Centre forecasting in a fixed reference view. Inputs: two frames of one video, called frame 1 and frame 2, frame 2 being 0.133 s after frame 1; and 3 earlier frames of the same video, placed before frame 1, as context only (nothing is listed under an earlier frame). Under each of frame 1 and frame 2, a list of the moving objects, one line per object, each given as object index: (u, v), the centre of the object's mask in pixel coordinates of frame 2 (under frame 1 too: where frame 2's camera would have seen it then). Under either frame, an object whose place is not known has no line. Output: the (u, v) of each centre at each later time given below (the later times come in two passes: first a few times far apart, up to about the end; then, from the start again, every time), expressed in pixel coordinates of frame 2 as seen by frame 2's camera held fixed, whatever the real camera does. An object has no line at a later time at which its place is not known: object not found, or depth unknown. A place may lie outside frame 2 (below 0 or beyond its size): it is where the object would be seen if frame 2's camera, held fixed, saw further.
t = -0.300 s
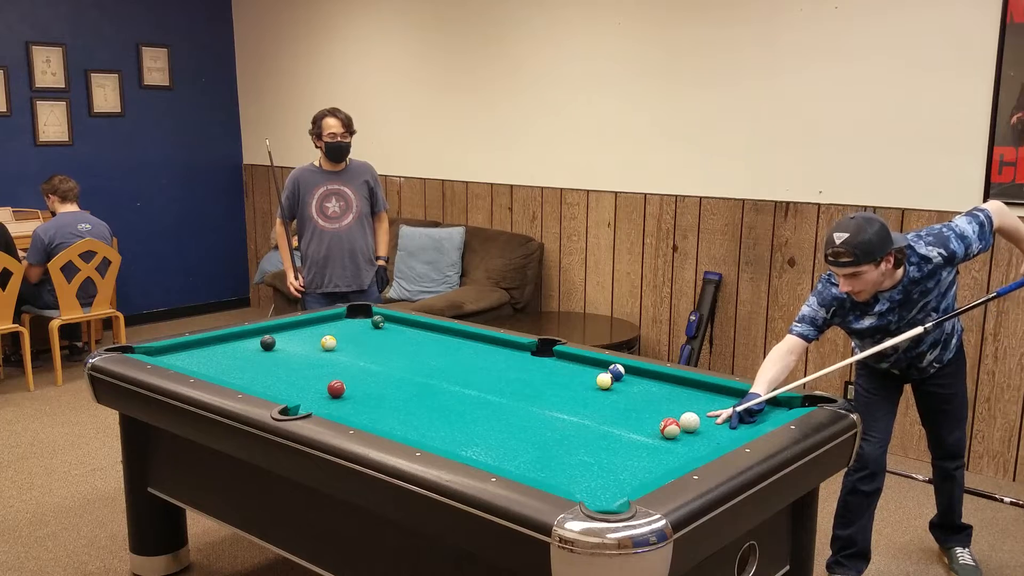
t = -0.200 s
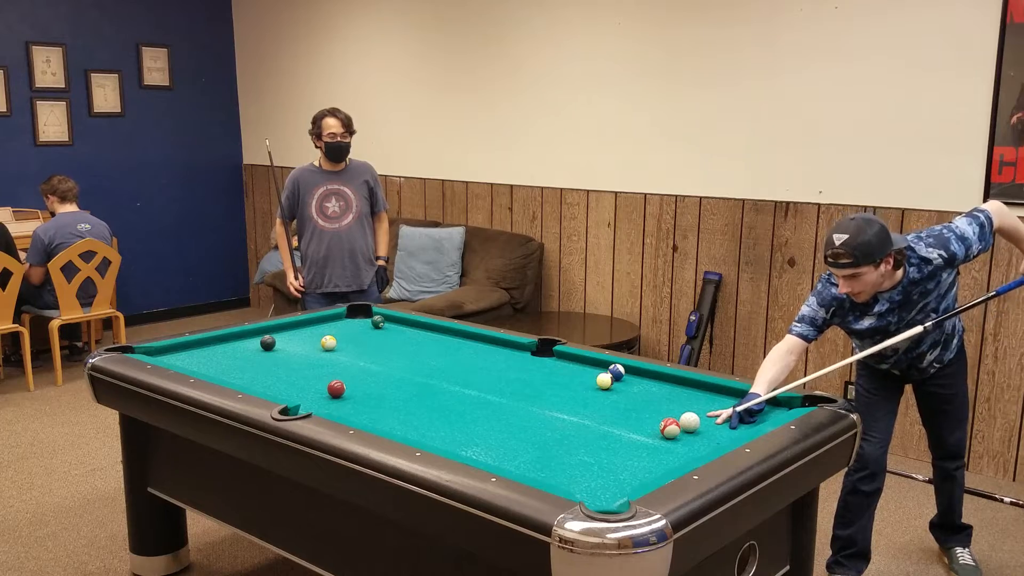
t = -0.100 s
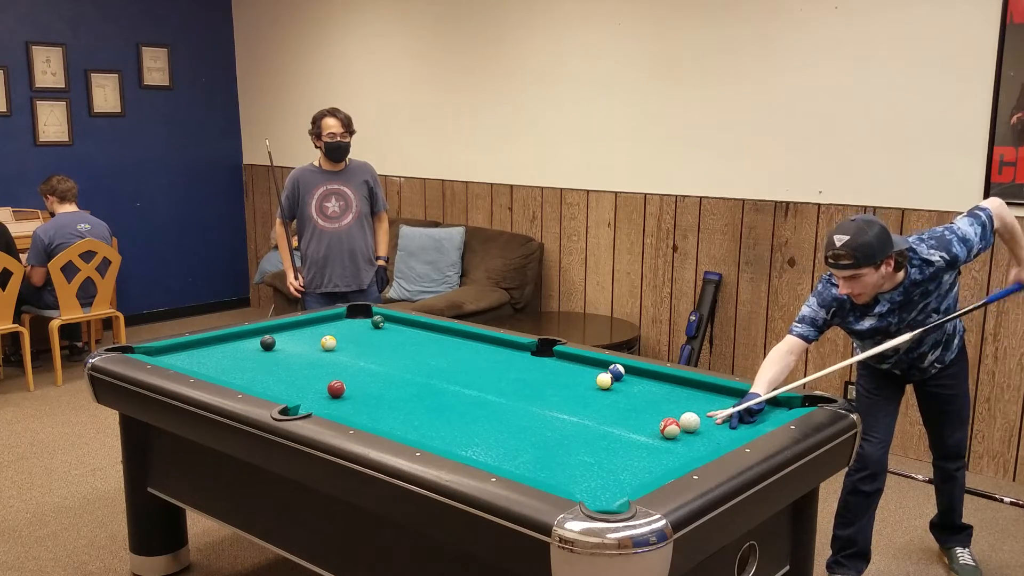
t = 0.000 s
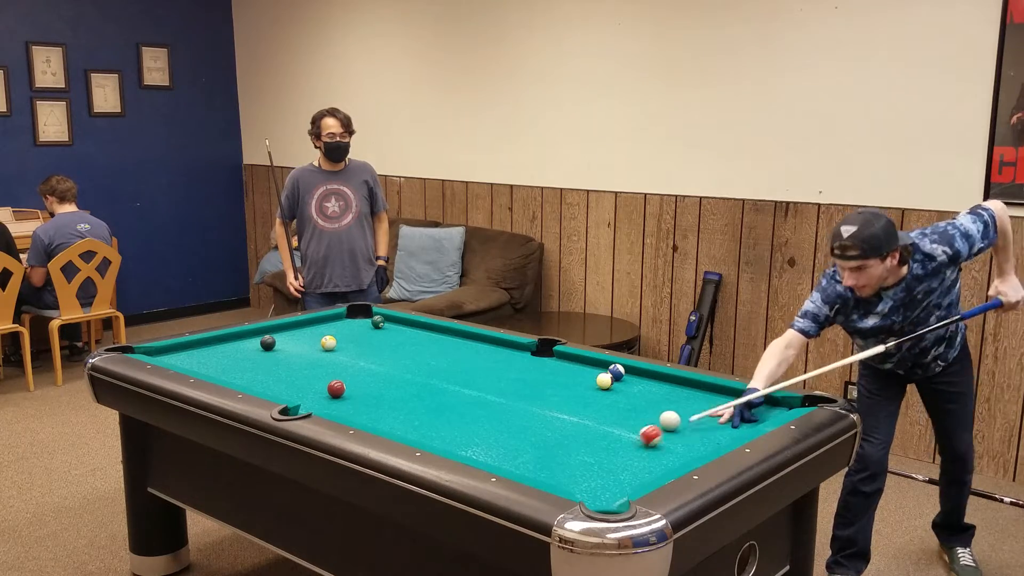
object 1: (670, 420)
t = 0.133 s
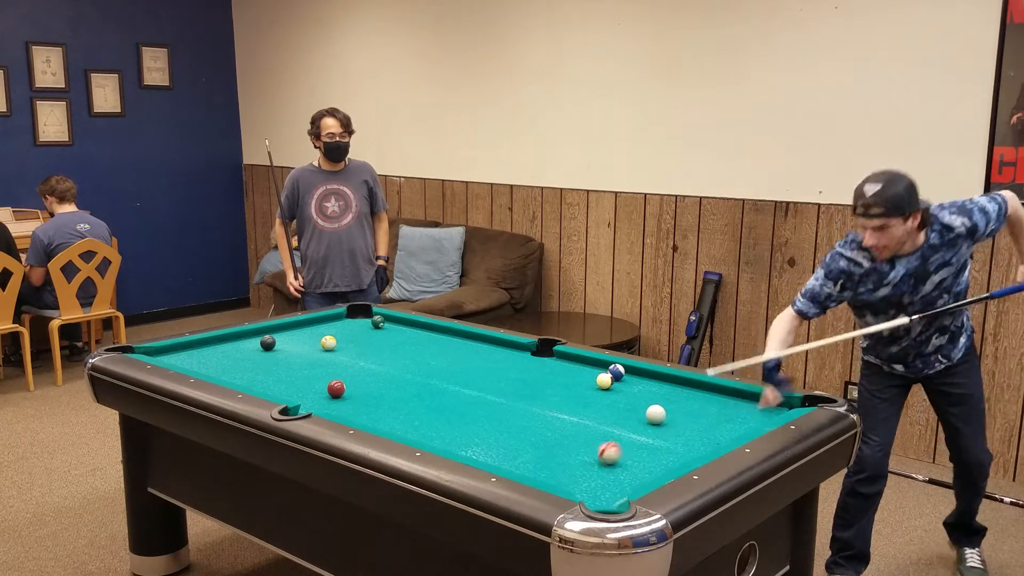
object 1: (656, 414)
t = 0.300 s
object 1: (652, 407)
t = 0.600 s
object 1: (649, 394)
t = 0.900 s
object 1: (646, 384)
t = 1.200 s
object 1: (642, 375)
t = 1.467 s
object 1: (633, 372)
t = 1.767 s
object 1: (631, 373)
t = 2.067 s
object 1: (630, 373)
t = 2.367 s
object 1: (631, 373)
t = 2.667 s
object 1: (631, 373)
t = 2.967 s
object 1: (631, 373)
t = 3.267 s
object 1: (631, 373)
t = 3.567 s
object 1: (631, 373)
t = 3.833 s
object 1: (631, 373)
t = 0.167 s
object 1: (655, 413)
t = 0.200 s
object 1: (654, 411)
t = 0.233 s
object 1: (654, 410)
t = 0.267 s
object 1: (653, 408)
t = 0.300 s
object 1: (652, 407)
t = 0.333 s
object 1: (652, 405)
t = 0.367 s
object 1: (652, 404)
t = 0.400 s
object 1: (651, 403)
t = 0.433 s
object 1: (651, 401)
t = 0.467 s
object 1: (650, 400)
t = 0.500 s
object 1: (650, 398)
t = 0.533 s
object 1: (649, 397)
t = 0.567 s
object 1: (649, 396)
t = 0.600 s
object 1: (649, 394)
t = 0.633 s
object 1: (648, 393)
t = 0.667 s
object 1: (648, 392)
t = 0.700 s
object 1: (648, 391)
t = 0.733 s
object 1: (647, 390)
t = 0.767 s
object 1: (647, 389)
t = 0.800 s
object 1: (647, 388)
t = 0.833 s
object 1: (646, 386)
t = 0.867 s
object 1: (646, 385)
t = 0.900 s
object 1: (646, 384)
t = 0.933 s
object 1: (645, 383)
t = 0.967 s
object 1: (645, 382)
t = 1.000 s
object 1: (644, 381)
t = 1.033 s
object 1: (644, 380)
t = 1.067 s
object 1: (643, 379)
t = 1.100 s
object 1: (643, 378)
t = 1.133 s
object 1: (643, 377)
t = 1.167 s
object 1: (642, 376)
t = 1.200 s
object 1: (642, 375)
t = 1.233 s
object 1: (642, 375)
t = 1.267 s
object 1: (641, 374)
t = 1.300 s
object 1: (641, 373)
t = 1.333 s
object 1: (640, 372)
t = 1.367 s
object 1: (638, 372)
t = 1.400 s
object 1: (637, 372)
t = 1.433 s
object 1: (635, 372)
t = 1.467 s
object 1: (633, 372)
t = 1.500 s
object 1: (633, 372)
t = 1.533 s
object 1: (632, 372)
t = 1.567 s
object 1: (632, 372)
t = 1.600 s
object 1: (632, 372)
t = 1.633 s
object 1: (632, 372)
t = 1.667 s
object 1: (631, 373)
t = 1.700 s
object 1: (631, 373)
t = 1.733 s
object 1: (631, 373)
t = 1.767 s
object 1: (631, 373)
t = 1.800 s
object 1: (631, 373)
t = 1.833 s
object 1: (630, 373)
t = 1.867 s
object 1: (630, 373)
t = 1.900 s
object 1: (630, 373)
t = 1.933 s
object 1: (630, 373)
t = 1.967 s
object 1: (630, 373)
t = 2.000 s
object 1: (630, 373)
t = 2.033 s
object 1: (630, 373)
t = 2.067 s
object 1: (630, 373)
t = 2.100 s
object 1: (630, 373)
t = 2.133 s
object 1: (631, 373)
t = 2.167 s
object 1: (631, 373)
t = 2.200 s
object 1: (631, 373)
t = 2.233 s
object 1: (631, 373)
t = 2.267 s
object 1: (631, 373)
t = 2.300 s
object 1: (631, 373)
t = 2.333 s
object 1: (631, 373)
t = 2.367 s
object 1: (631, 373)
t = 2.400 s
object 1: (631, 373)
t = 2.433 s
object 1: (631, 373)
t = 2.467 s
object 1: (631, 373)
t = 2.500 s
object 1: (631, 373)
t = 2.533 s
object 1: (631, 373)
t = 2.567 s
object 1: (631, 373)
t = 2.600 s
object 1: (631, 373)
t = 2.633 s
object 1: (631, 373)
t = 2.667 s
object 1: (631, 373)
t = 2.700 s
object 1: (631, 373)
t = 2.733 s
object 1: (631, 373)
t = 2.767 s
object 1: (631, 373)
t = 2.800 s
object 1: (631, 373)
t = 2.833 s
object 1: (631, 373)
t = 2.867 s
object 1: (631, 373)
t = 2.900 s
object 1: (631, 373)
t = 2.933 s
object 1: (631, 373)
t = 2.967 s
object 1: (631, 373)
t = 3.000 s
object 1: (631, 373)
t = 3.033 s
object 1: (631, 373)
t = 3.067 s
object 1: (631, 373)
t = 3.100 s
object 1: (631, 373)
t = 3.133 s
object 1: (631, 373)
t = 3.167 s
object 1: (631, 373)
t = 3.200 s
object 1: (631, 373)
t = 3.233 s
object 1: (631, 373)
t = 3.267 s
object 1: (631, 373)
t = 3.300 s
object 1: (631, 373)
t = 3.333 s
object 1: (631, 373)
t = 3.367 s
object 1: (631, 373)
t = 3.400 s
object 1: (631, 373)
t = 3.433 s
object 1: (631, 373)
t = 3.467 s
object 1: (631, 373)
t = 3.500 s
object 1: (631, 373)
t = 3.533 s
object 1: (631, 373)
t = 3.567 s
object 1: (631, 373)
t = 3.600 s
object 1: (631, 373)
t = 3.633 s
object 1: (631, 373)
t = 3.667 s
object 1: (631, 373)
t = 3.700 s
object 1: (631, 373)
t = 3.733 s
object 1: (631, 373)
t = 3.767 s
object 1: (631, 373)
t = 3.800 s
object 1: (631, 373)
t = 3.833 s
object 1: (631, 373)
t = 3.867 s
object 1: (631, 373)
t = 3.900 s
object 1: (631, 373)
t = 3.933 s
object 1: (631, 373)
